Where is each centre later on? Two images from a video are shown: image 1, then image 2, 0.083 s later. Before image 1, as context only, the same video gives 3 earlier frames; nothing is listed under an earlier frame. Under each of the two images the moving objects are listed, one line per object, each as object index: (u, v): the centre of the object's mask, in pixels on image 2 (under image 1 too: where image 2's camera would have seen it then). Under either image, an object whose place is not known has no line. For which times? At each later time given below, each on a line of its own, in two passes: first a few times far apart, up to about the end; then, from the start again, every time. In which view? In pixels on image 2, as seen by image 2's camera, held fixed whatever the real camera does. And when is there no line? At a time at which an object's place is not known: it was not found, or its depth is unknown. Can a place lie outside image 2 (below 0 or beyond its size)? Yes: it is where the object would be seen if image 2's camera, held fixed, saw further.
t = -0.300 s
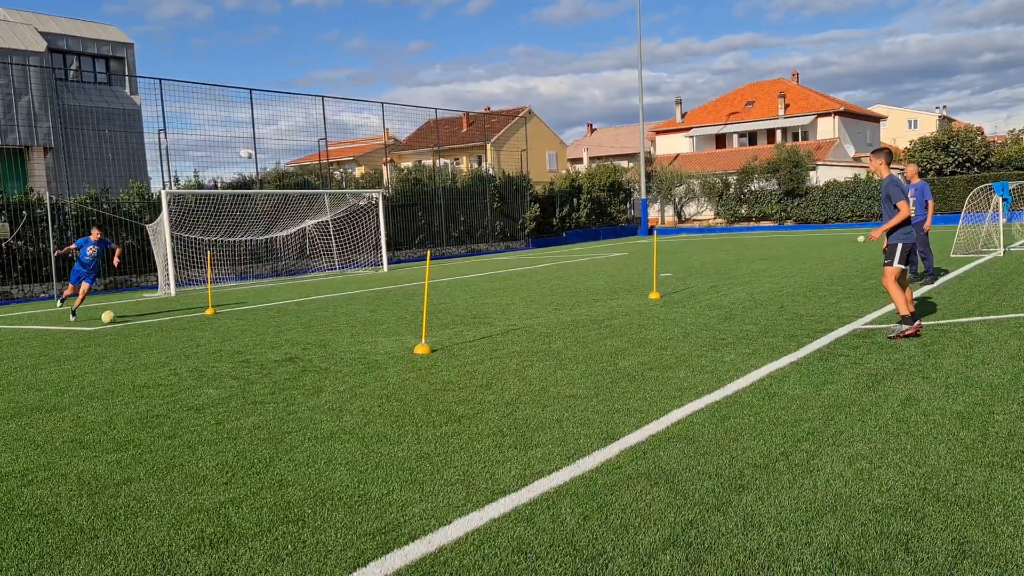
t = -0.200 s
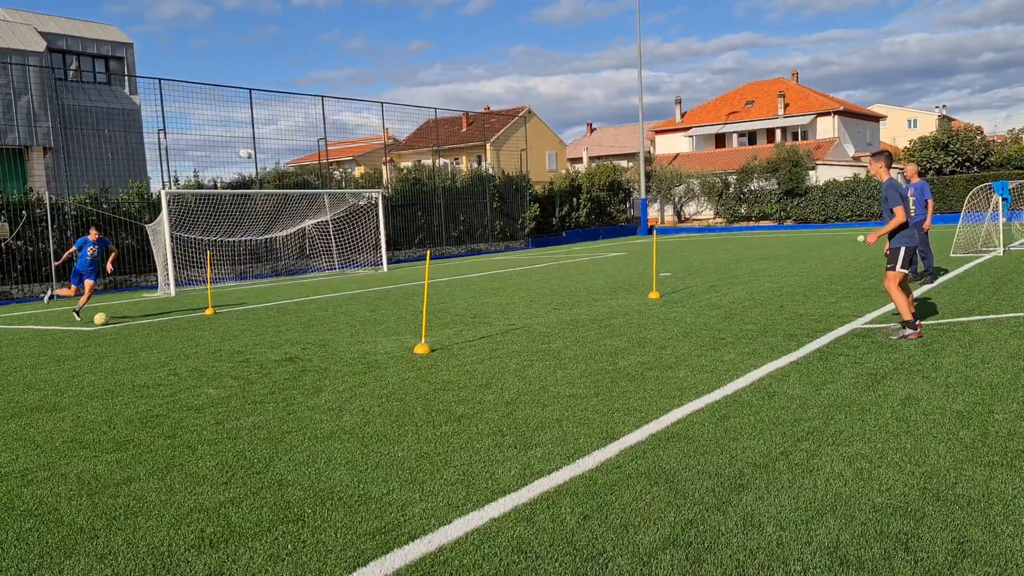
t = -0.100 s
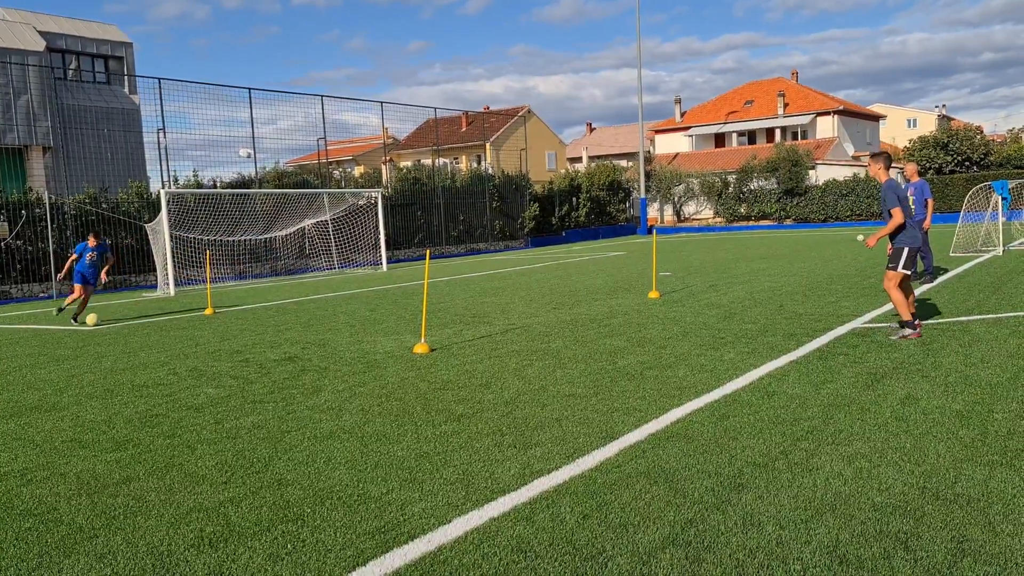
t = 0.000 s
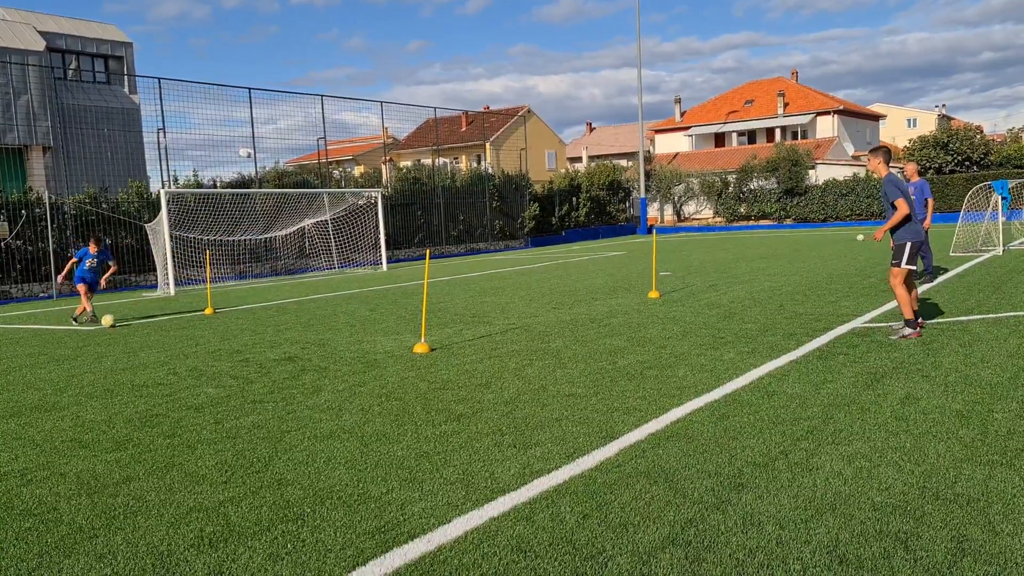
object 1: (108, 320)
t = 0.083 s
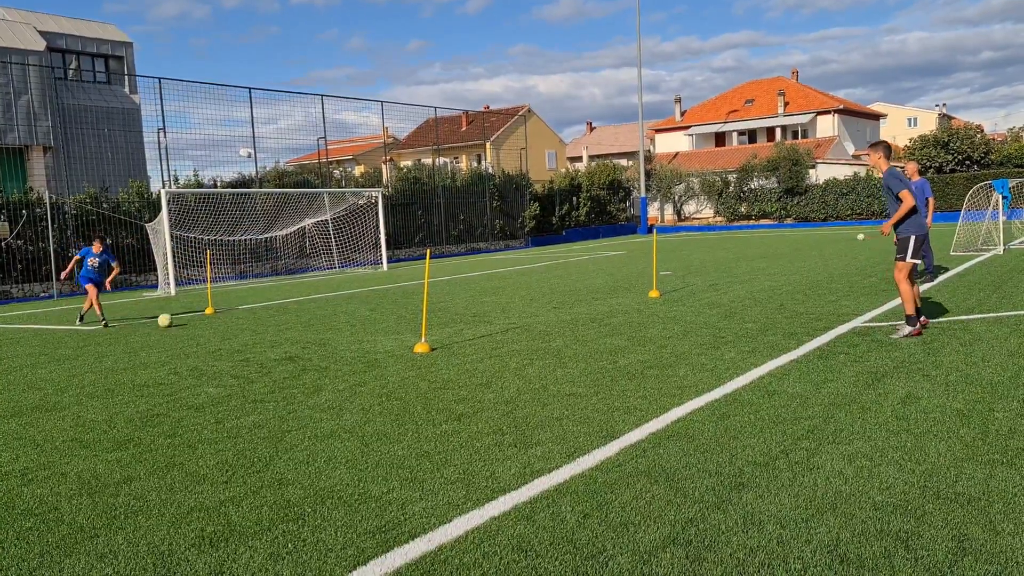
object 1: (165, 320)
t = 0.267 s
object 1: (293, 319)
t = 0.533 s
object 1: (495, 319)
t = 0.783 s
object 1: (703, 319)
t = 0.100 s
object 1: (176, 320)
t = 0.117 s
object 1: (188, 321)
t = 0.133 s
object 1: (199, 320)
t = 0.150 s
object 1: (211, 321)
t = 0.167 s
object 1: (222, 320)
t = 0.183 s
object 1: (234, 320)
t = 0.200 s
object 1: (245, 320)
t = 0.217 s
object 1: (257, 320)
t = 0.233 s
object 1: (269, 320)
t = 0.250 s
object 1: (281, 319)
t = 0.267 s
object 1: (293, 319)
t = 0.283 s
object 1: (305, 319)
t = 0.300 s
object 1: (317, 319)
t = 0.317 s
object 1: (329, 319)
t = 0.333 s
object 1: (341, 319)
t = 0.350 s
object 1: (354, 319)
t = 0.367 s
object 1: (366, 320)
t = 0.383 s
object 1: (379, 319)
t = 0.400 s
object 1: (390, 319)
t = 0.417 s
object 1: (403, 318)
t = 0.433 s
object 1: (415, 318)
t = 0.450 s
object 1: (429, 317)
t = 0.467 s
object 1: (441, 318)
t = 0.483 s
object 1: (454, 317)
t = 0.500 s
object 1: (468, 318)
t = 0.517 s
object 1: (481, 318)
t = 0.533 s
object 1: (495, 319)
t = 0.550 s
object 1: (508, 320)
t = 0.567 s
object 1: (522, 320)
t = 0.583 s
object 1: (535, 319)
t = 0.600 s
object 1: (547, 318)
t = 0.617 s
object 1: (561, 317)
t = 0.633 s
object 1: (574, 317)
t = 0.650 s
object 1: (588, 317)
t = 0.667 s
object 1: (602, 317)
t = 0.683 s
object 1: (616, 317)
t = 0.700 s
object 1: (630, 317)
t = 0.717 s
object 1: (645, 318)
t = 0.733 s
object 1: (659, 318)
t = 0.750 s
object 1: (674, 319)
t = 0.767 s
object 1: (688, 320)
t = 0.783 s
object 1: (703, 319)
